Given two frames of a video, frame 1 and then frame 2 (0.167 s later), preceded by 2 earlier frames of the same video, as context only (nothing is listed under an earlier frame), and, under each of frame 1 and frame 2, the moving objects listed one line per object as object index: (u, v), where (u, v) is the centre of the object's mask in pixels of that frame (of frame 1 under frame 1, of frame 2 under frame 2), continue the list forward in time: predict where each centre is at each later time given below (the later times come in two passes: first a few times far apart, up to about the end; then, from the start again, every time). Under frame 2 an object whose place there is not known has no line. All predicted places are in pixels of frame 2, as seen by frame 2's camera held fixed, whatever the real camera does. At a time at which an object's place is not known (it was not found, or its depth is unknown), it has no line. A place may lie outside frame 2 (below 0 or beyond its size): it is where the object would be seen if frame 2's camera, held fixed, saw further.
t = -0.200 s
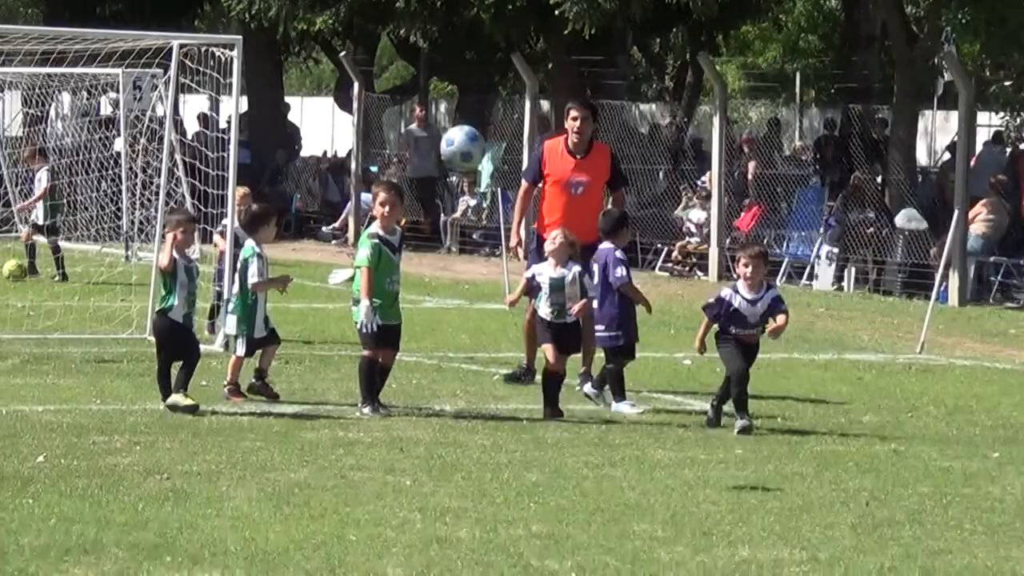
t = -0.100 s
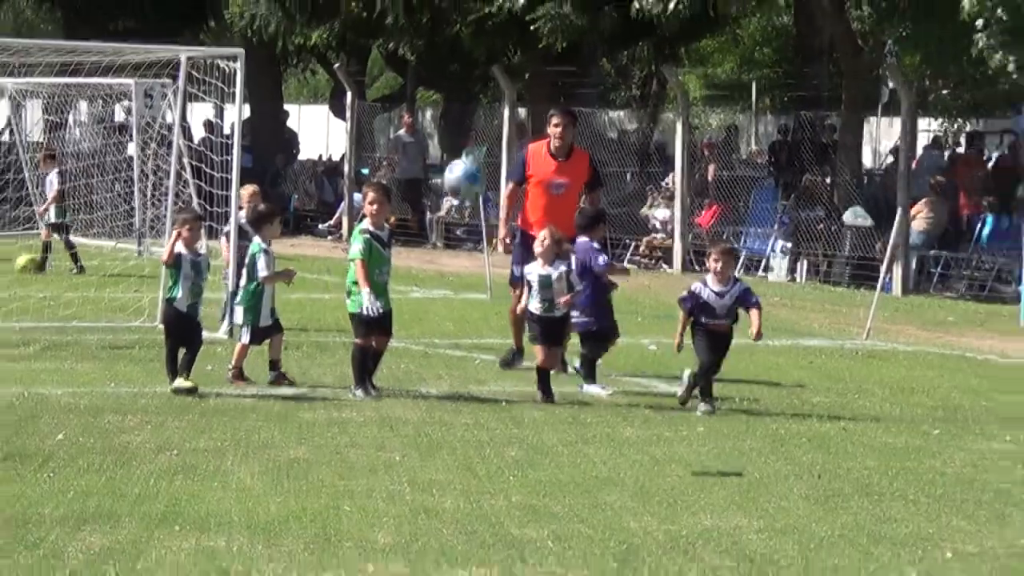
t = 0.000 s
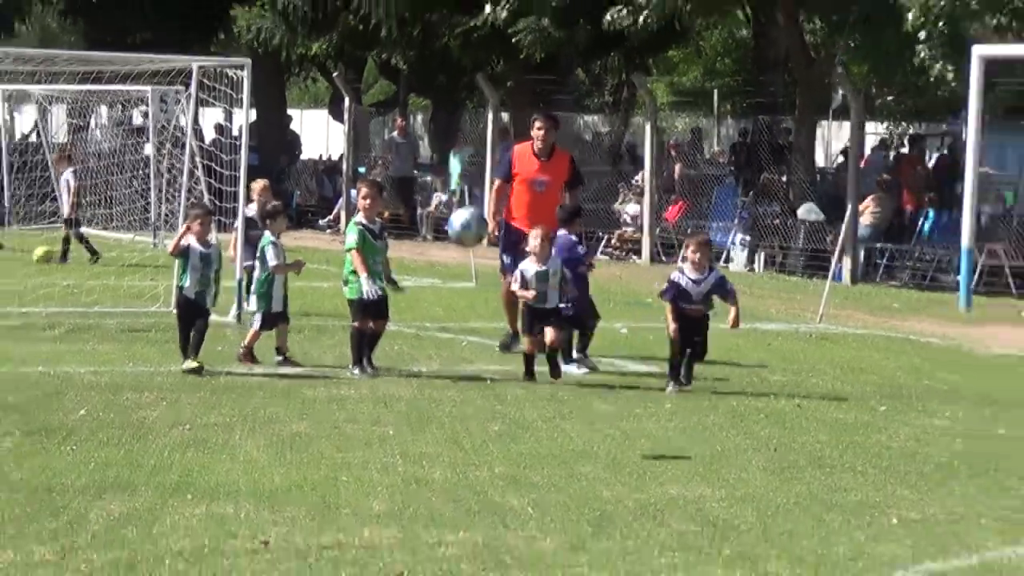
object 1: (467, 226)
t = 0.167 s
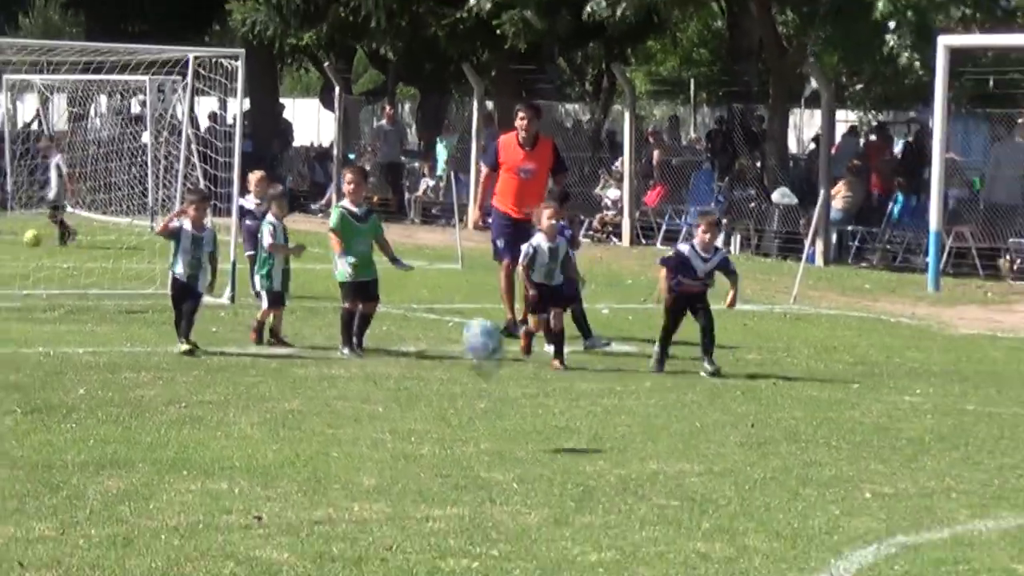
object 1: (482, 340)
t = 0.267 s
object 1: (498, 437)
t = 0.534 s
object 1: (480, 363)
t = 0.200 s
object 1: (489, 379)
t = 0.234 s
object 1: (495, 417)
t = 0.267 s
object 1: (498, 437)
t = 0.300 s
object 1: (496, 421)
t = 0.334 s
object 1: (493, 405)
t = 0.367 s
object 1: (492, 393)
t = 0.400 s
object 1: (490, 383)
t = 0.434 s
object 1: (486, 372)
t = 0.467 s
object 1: (484, 367)
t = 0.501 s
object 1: (482, 363)
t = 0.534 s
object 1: (480, 363)
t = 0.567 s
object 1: (478, 364)
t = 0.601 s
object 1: (476, 367)
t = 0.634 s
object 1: (473, 372)
